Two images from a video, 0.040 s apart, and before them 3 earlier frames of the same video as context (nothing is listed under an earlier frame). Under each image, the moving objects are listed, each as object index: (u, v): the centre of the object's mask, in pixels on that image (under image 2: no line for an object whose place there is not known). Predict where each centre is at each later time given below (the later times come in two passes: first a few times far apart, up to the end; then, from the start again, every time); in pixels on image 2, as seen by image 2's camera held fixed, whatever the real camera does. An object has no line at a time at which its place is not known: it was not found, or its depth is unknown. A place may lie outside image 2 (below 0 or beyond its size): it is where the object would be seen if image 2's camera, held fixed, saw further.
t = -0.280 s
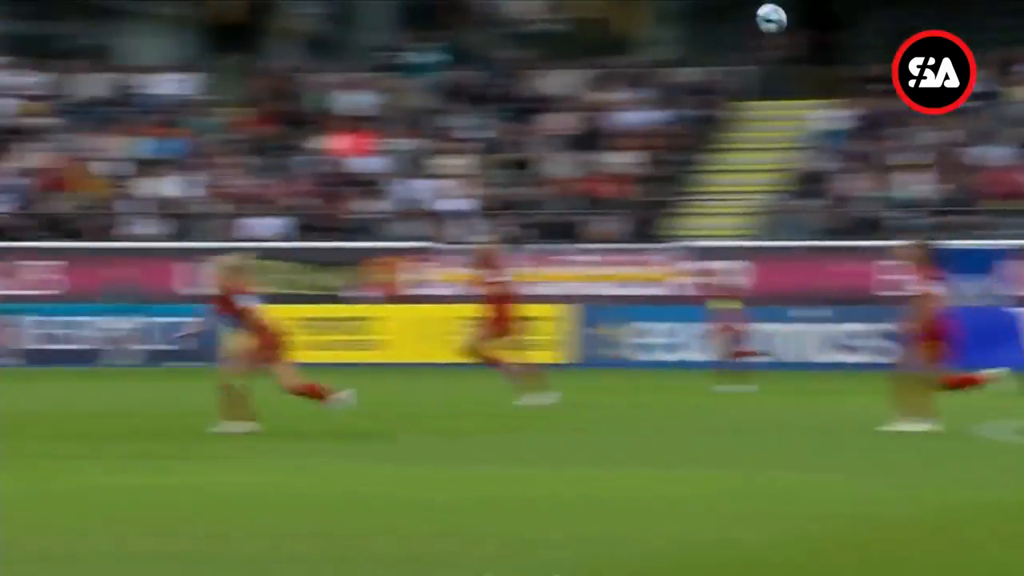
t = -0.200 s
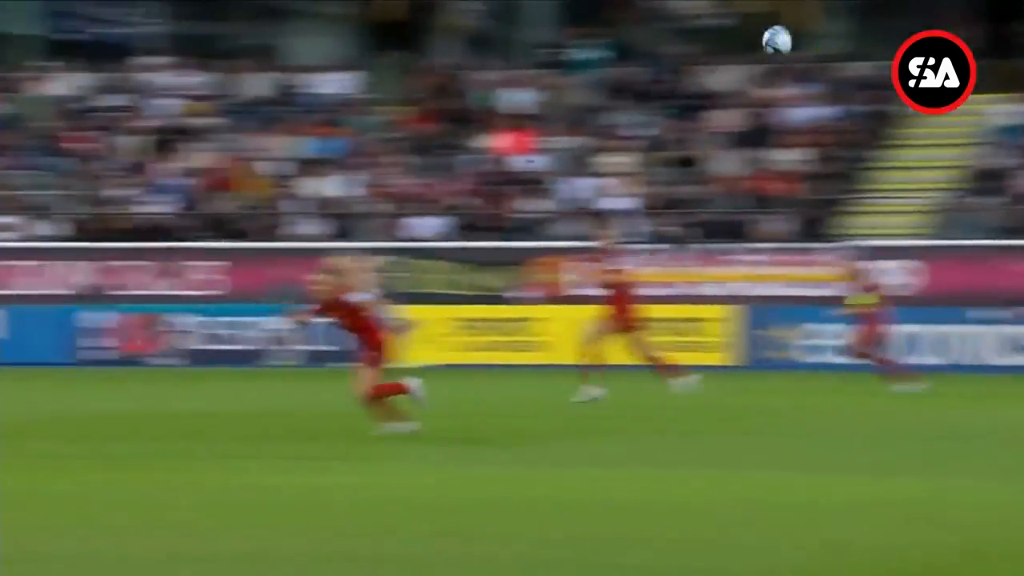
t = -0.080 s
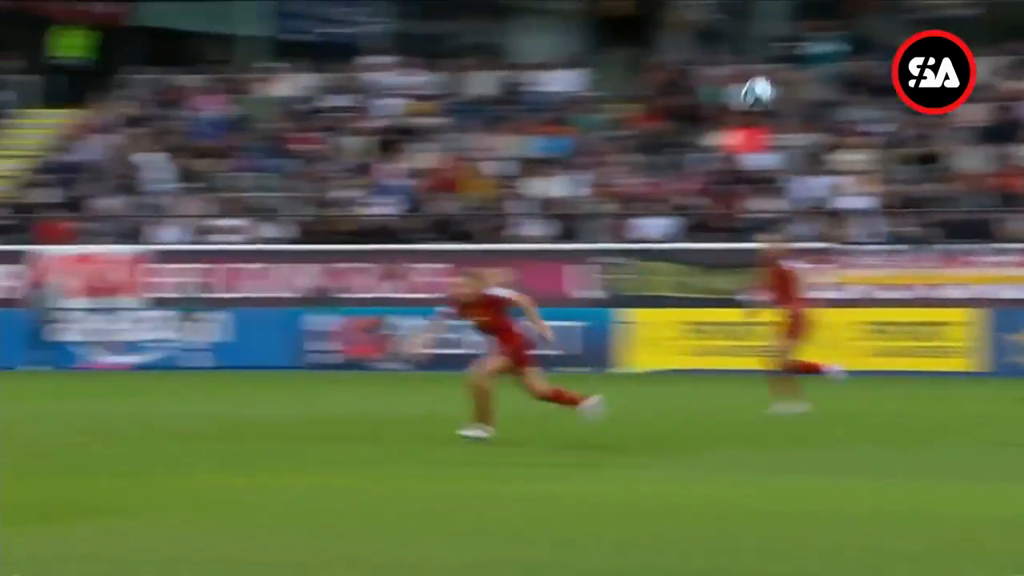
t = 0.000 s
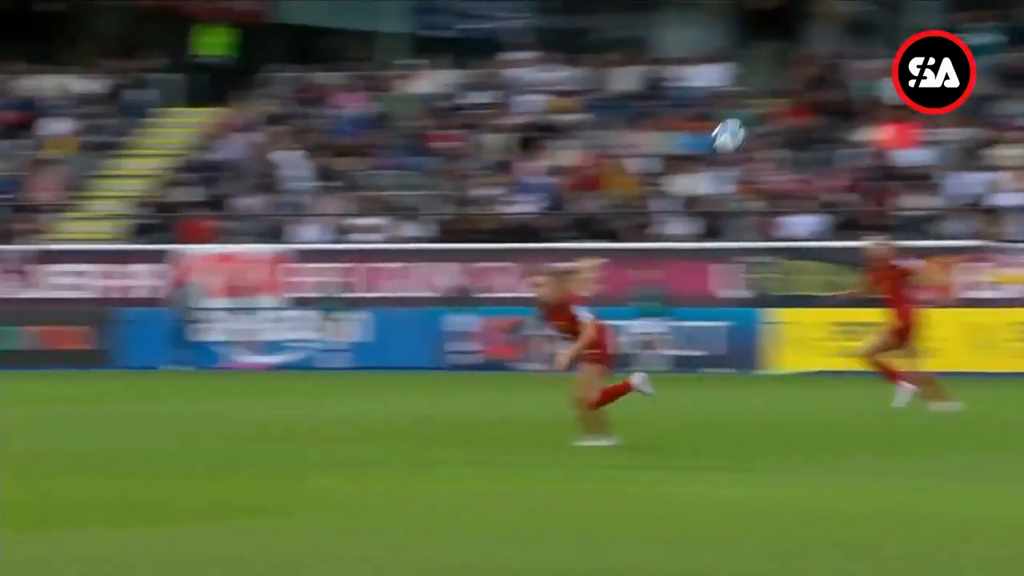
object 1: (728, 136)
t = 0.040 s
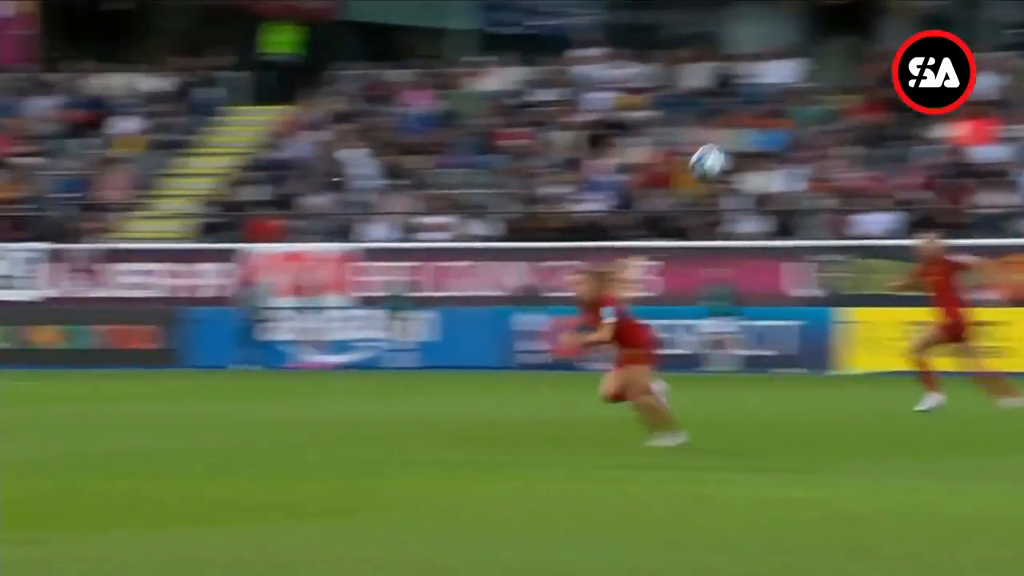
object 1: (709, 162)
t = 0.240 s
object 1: (252, 321)
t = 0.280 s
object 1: (155, 359)
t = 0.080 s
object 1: (618, 191)
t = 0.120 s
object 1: (527, 220)
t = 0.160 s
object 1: (435, 252)
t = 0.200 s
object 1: (346, 284)
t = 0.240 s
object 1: (252, 321)
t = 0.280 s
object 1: (155, 359)
